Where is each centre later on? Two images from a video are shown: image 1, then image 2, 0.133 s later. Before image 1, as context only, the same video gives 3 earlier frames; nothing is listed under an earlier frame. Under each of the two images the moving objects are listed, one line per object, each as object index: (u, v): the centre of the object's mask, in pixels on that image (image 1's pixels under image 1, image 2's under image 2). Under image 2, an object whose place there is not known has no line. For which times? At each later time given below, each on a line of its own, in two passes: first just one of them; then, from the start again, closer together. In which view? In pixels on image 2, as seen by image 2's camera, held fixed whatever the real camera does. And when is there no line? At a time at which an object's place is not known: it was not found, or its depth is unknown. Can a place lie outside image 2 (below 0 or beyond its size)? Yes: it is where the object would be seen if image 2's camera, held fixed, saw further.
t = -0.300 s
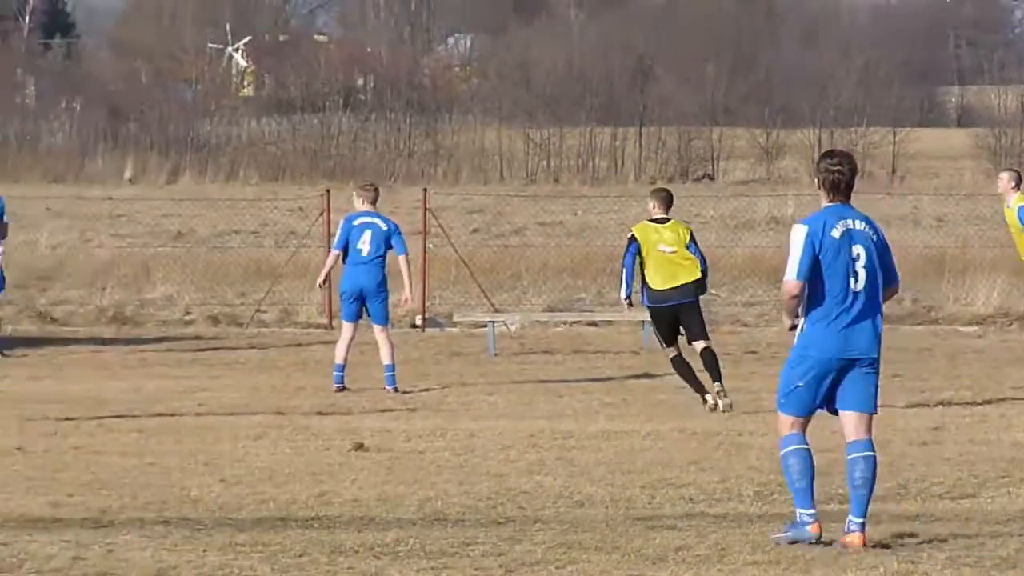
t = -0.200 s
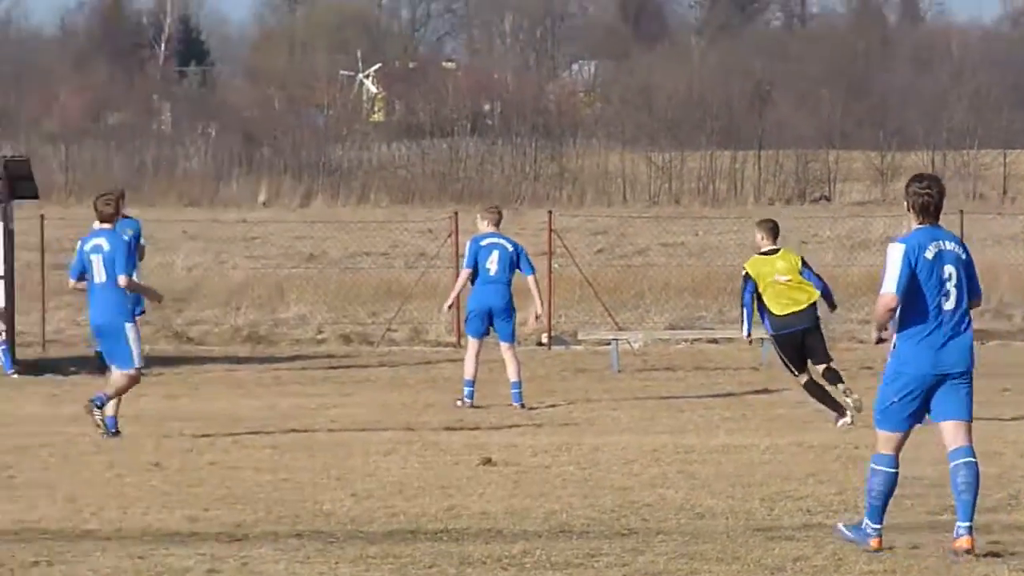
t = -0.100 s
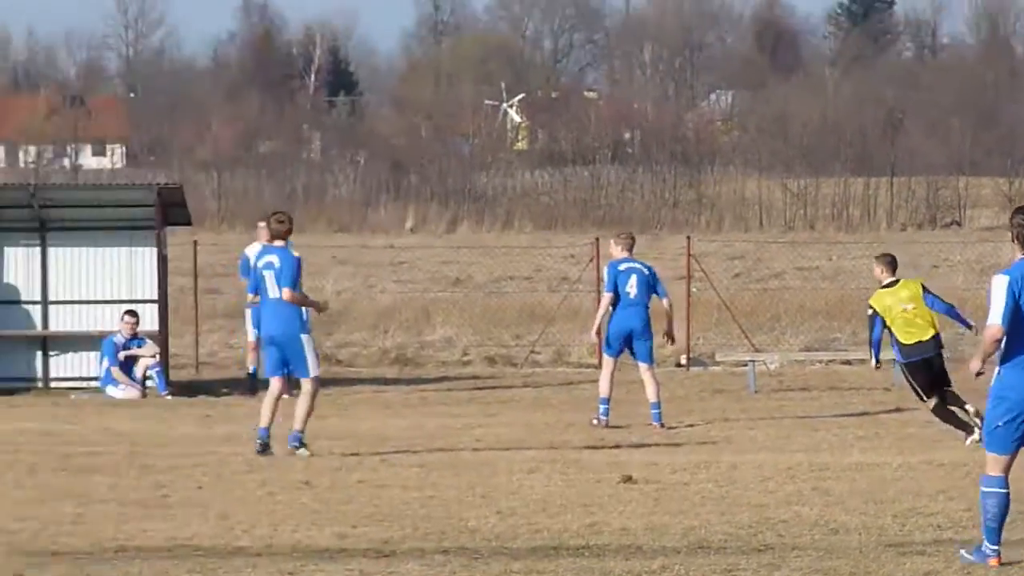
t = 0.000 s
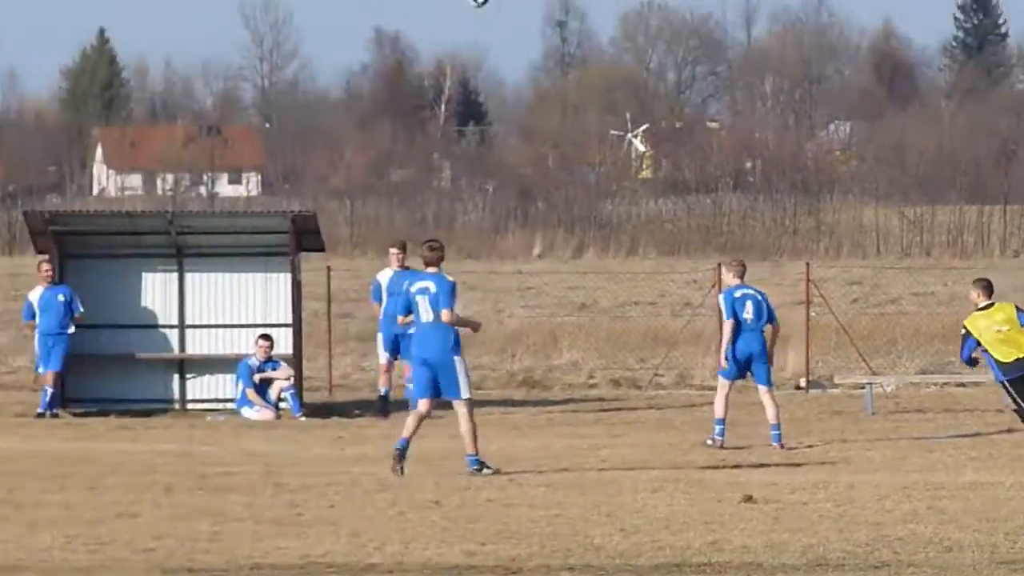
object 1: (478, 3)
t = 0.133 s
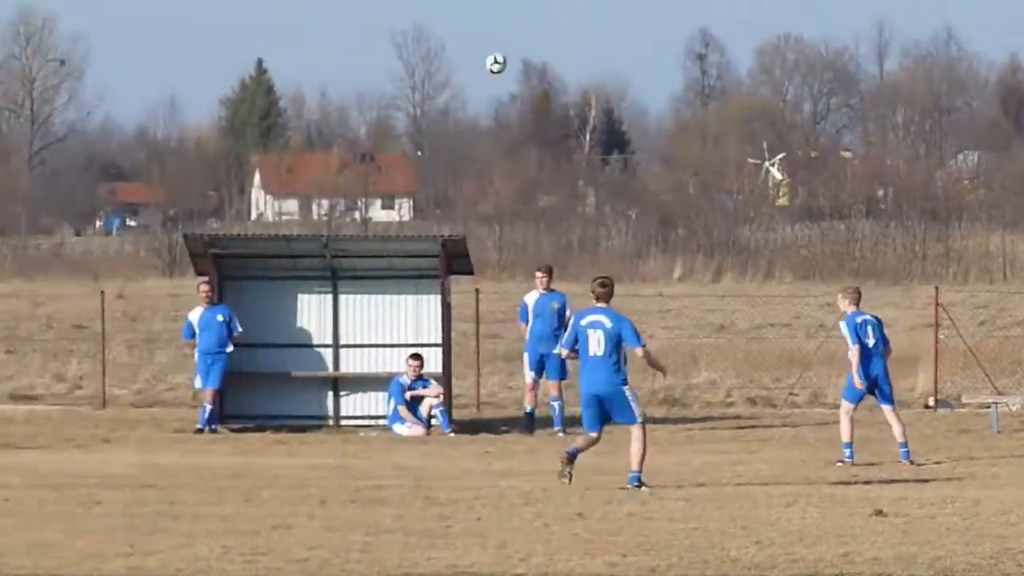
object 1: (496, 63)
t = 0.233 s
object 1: (404, 100)
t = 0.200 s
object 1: (434, 87)
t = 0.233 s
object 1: (404, 100)
